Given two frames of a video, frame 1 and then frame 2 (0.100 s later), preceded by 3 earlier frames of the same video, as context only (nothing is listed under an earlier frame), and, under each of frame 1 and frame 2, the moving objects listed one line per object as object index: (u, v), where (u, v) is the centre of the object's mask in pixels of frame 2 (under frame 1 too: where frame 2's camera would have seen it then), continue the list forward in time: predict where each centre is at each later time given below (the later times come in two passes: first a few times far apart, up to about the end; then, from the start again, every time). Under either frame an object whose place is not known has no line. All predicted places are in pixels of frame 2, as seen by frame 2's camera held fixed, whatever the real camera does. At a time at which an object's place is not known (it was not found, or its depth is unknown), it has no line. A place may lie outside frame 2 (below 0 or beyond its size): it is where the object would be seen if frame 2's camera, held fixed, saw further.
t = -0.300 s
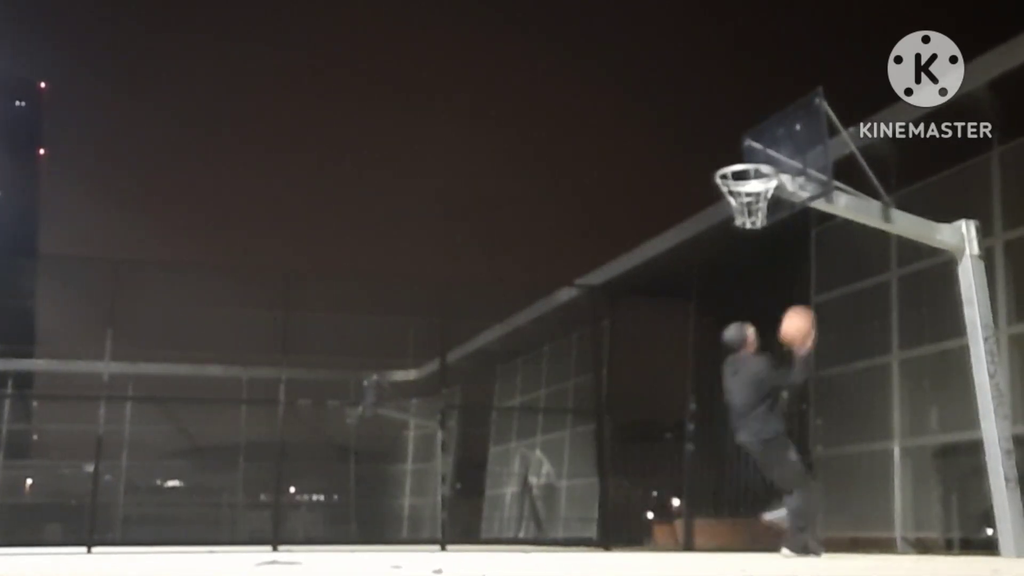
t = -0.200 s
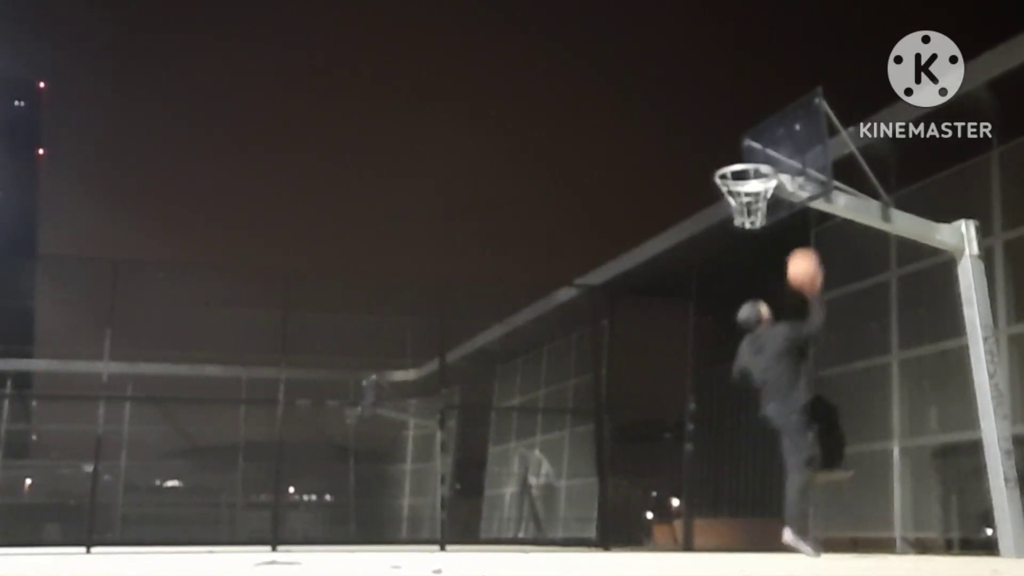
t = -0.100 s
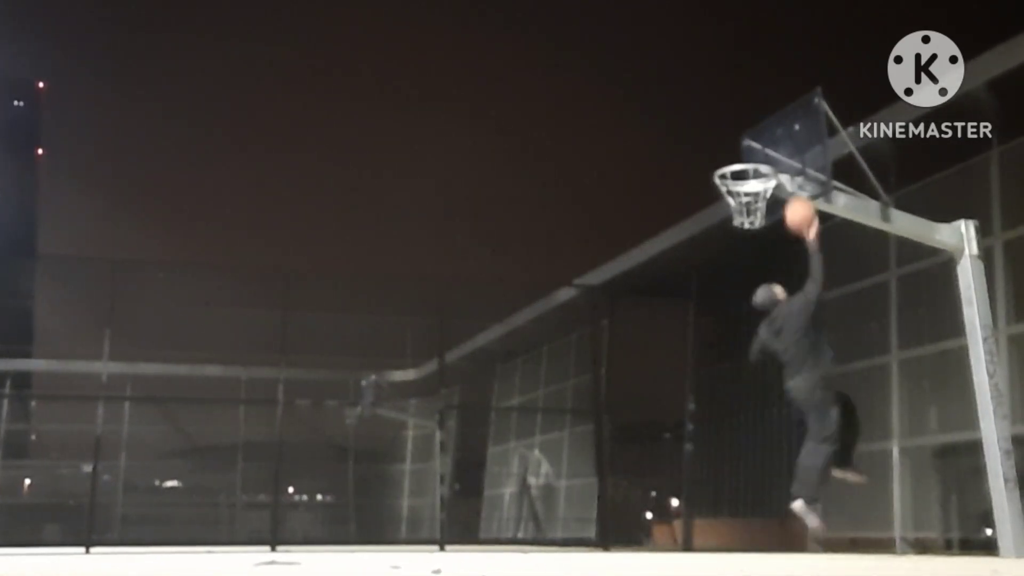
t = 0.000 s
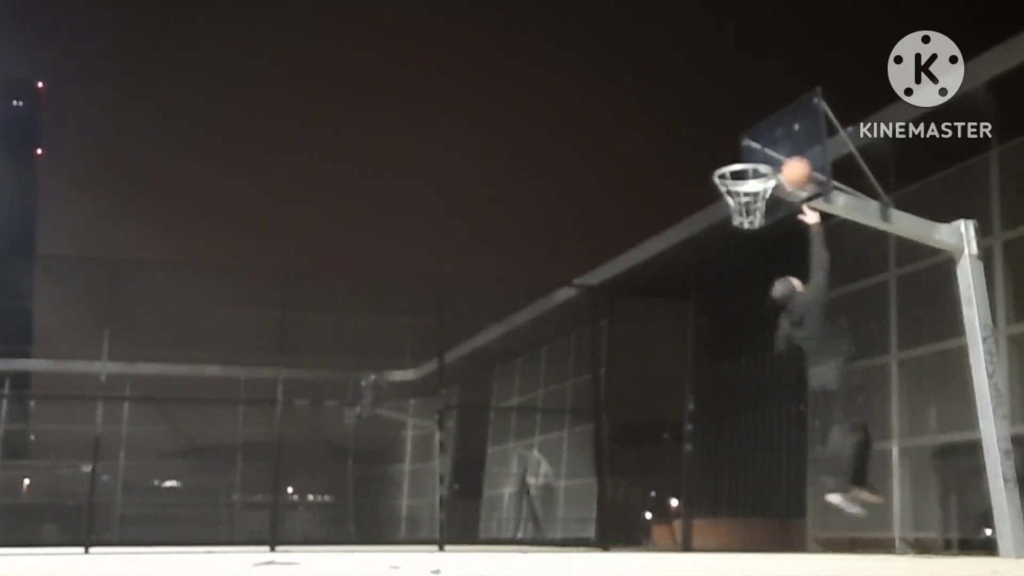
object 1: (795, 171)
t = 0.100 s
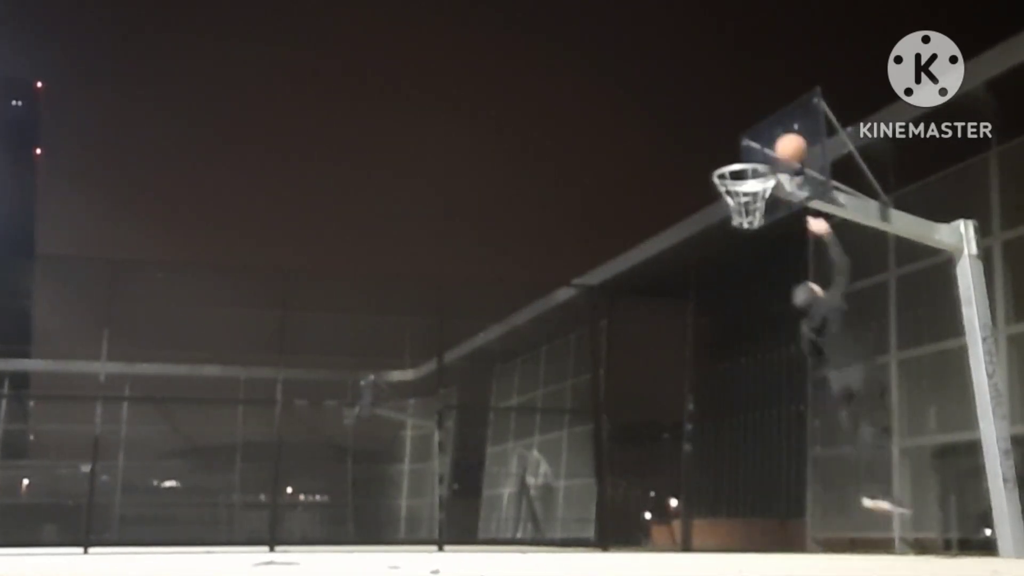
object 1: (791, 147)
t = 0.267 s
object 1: (768, 139)
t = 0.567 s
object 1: (738, 195)
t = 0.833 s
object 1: (735, 231)
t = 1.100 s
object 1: (733, 321)
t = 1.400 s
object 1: (742, 529)
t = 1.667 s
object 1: (733, 403)
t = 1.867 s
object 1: (732, 349)
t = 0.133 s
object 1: (786, 144)
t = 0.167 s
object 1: (781, 142)
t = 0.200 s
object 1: (777, 140)
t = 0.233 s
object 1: (773, 139)
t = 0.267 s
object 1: (768, 139)
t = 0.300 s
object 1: (764, 142)
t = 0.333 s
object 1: (760, 145)
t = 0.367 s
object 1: (756, 148)
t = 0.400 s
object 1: (752, 152)
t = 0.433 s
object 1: (748, 161)
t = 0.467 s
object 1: (745, 166)
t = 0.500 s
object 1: (742, 178)
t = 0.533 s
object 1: (740, 185)
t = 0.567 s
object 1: (738, 195)
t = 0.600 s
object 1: (736, 200)
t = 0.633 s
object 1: (739, 206)
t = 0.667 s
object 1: (739, 211)
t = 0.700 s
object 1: (738, 214)
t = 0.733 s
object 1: (737, 217)
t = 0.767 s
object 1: (736, 221)
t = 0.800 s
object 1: (735, 225)
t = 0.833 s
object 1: (735, 231)
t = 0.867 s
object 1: (734, 237)
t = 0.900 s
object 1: (734, 245)
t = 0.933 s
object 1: (734, 254)
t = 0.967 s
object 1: (733, 265)
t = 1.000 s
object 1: (733, 277)
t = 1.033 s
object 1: (733, 290)
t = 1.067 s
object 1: (733, 305)
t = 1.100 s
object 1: (733, 321)
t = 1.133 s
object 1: (734, 339)
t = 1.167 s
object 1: (735, 358)
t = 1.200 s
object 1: (735, 378)
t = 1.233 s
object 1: (736, 400)
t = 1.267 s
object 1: (737, 422)
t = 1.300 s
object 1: (738, 448)
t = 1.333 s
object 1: (739, 474)
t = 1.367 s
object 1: (741, 503)
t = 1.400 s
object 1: (742, 529)
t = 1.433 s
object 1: (742, 530)
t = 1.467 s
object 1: (740, 508)
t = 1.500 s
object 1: (739, 487)
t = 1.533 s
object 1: (737, 467)
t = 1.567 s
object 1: (736, 449)
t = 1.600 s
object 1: (735, 432)
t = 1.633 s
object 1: (734, 417)
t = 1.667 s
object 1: (733, 403)
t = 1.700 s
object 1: (733, 390)
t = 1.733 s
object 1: (732, 379)
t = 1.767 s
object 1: (732, 370)
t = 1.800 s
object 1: (732, 362)
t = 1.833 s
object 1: (731, 355)
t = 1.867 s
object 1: (732, 349)
